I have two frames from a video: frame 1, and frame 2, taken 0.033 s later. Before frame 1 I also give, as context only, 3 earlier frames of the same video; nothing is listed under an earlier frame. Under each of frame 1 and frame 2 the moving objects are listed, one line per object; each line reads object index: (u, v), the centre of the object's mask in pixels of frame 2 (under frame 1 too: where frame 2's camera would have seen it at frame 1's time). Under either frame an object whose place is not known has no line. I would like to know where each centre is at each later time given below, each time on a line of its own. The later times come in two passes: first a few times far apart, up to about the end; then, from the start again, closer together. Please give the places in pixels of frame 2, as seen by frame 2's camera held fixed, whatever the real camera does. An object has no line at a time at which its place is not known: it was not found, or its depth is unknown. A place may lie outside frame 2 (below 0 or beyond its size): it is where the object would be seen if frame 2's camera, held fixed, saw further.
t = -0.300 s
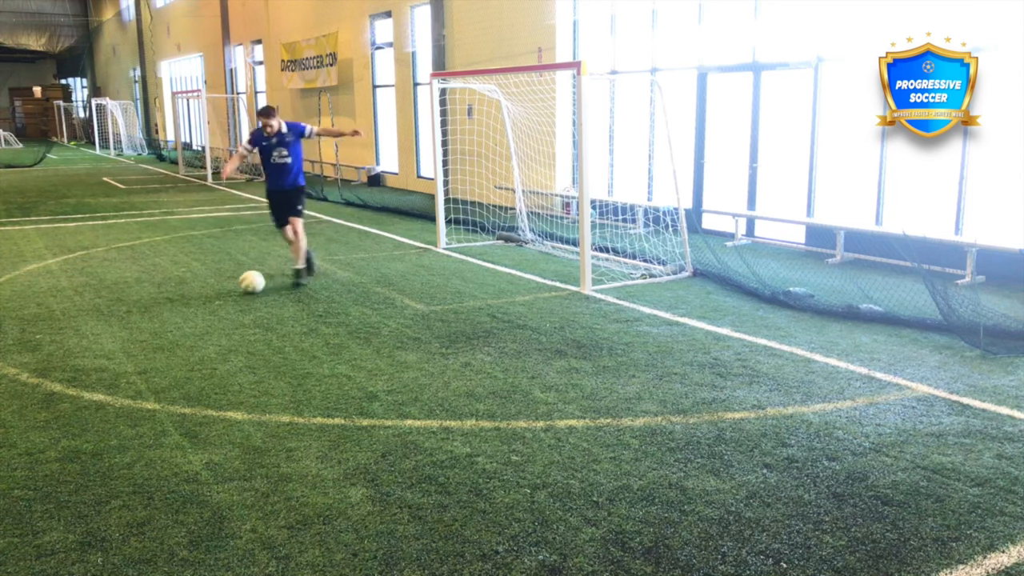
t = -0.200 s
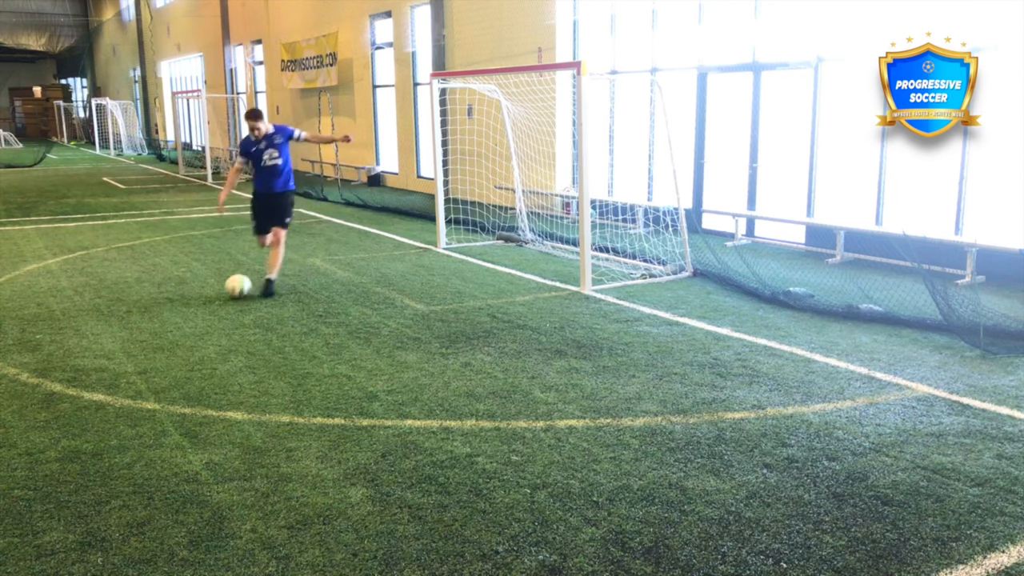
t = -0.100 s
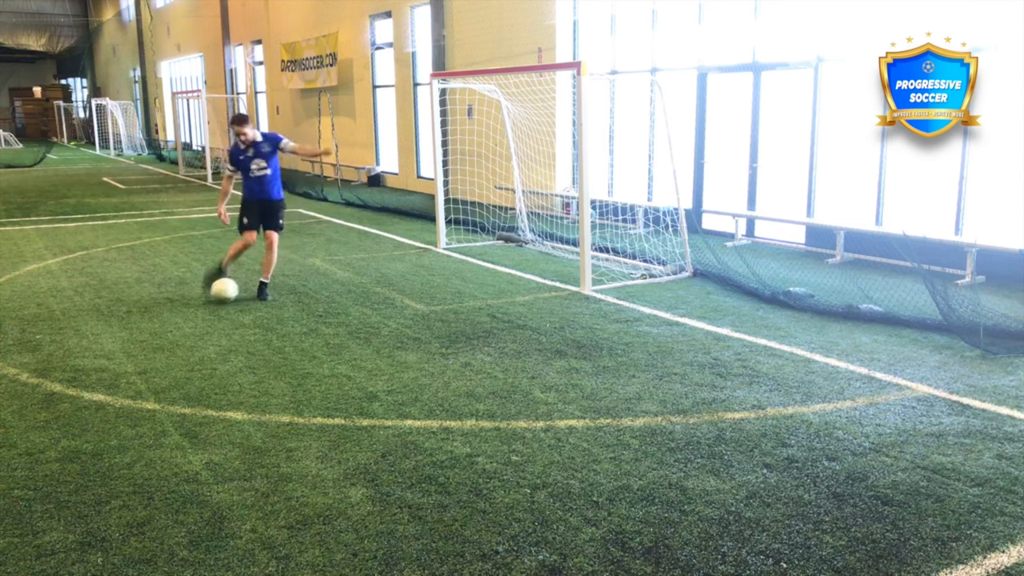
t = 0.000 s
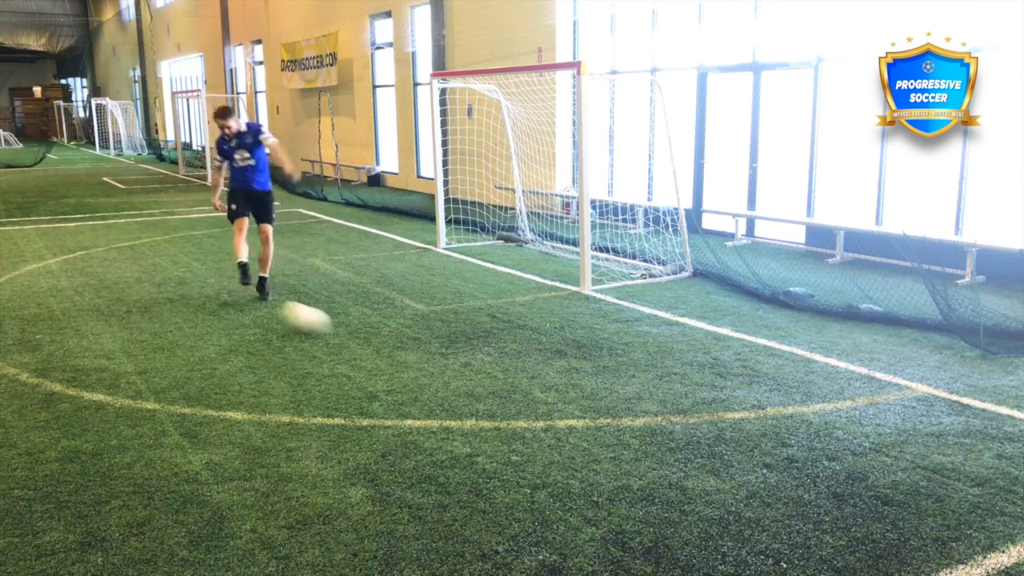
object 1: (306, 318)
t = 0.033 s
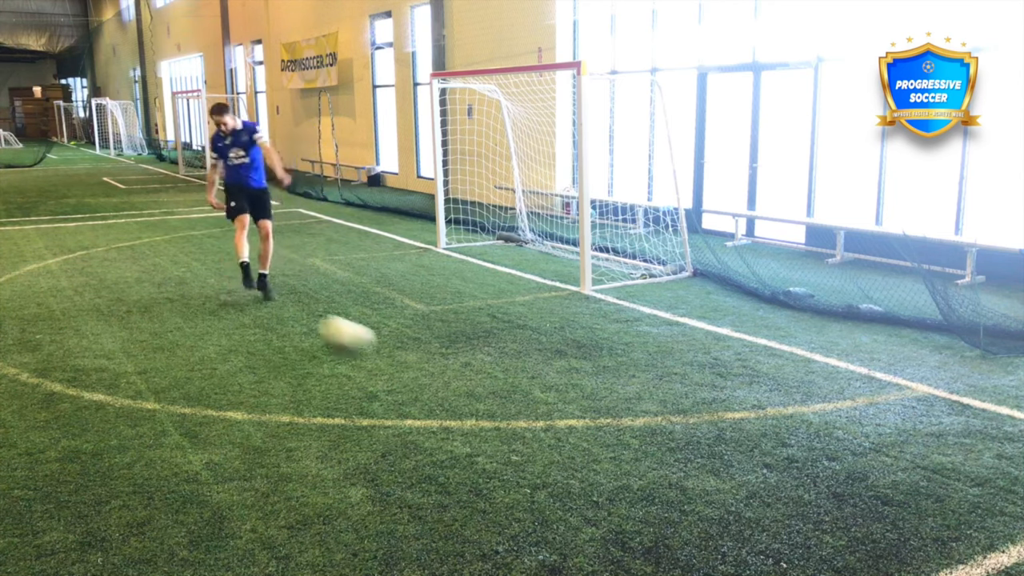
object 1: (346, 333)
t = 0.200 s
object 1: (657, 438)
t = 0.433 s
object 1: (992, 495)
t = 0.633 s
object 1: (675, 363)
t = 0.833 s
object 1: (524, 322)
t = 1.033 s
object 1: (446, 298)
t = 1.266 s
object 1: (393, 276)
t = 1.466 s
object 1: (363, 263)
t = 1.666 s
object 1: (339, 250)
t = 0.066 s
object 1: (393, 348)
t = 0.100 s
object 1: (444, 364)
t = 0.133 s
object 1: (505, 387)
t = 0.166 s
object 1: (577, 412)
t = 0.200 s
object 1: (657, 438)
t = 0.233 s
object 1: (758, 471)
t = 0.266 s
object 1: (878, 514)
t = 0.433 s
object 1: (992, 495)
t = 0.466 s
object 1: (930, 463)
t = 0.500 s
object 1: (866, 433)
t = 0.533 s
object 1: (808, 410)
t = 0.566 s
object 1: (757, 391)
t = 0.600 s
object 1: (716, 378)
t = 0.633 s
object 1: (675, 363)
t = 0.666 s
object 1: (640, 358)
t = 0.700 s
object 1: (609, 354)
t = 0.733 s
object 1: (582, 352)
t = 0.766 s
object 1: (560, 346)
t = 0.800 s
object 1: (541, 333)
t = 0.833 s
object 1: (524, 322)
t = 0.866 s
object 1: (509, 314)
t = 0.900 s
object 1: (495, 309)
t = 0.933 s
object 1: (481, 304)
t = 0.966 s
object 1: (469, 301)
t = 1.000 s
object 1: (457, 300)
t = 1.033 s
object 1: (446, 298)
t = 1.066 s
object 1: (437, 290)
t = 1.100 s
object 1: (430, 284)
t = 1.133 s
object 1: (421, 280)
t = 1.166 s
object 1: (414, 278)
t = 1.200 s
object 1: (406, 276)
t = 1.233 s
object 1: (399, 276)
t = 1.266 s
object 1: (393, 276)
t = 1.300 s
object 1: (388, 271)
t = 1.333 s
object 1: (382, 267)
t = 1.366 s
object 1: (377, 264)
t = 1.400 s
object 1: (372, 263)
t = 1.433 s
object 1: (368, 262)
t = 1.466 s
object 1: (363, 263)
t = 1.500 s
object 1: (358, 258)
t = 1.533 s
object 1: (354, 255)
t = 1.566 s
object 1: (350, 252)
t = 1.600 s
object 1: (347, 251)
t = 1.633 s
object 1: (343, 250)
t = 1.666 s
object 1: (339, 250)
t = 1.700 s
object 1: (335, 248)
